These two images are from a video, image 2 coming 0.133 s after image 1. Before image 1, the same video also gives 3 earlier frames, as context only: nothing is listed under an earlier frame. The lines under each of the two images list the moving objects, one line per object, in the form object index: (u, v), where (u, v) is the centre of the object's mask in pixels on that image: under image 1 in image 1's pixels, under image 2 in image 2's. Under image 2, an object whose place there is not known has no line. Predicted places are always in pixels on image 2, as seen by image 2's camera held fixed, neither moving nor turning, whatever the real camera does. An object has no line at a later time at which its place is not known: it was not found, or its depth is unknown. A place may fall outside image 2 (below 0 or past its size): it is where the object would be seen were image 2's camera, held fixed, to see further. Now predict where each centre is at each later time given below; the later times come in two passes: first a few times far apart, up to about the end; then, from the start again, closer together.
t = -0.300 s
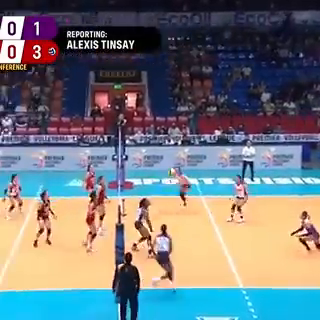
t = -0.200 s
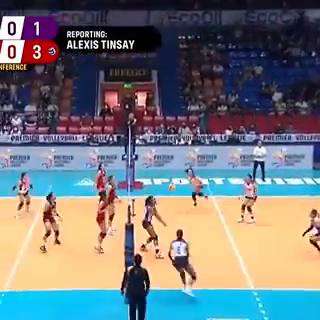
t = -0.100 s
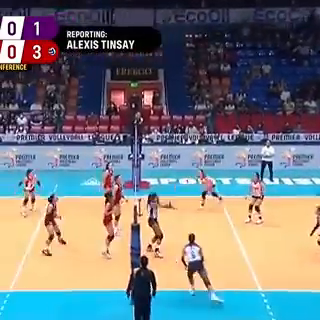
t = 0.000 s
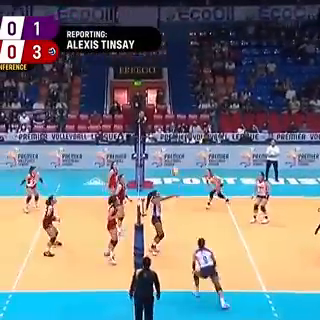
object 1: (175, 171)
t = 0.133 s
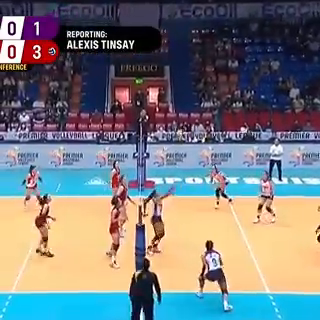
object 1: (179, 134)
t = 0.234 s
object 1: (183, 109)
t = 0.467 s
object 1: (188, 71)
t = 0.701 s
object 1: (193, 52)
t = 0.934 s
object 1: (198, 55)
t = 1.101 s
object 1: (202, 71)
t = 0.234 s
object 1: (183, 109)
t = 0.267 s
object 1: (184, 104)
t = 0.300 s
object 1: (185, 97)
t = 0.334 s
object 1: (185, 91)
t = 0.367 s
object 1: (186, 86)
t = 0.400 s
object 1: (187, 80)
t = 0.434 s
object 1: (187, 76)
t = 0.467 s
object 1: (188, 71)
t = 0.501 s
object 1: (189, 67)
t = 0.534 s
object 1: (190, 64)
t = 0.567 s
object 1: (191, 60)
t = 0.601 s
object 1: (191, 58)
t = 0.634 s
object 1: (192, 56)
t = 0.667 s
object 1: (193, 54)
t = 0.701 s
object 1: (193, 52)
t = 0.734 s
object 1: (194, 51)
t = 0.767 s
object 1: (195, 51)
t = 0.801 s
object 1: (196, 51)
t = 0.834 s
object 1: (196, 52)
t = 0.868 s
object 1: (197, 52)
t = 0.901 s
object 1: (198, 54)
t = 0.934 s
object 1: (198, 55)
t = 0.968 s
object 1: (199, 58)
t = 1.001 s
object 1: (200, 61)
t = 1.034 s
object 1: (200, 63)
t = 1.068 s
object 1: (201, 67)
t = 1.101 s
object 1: (202, 71)
